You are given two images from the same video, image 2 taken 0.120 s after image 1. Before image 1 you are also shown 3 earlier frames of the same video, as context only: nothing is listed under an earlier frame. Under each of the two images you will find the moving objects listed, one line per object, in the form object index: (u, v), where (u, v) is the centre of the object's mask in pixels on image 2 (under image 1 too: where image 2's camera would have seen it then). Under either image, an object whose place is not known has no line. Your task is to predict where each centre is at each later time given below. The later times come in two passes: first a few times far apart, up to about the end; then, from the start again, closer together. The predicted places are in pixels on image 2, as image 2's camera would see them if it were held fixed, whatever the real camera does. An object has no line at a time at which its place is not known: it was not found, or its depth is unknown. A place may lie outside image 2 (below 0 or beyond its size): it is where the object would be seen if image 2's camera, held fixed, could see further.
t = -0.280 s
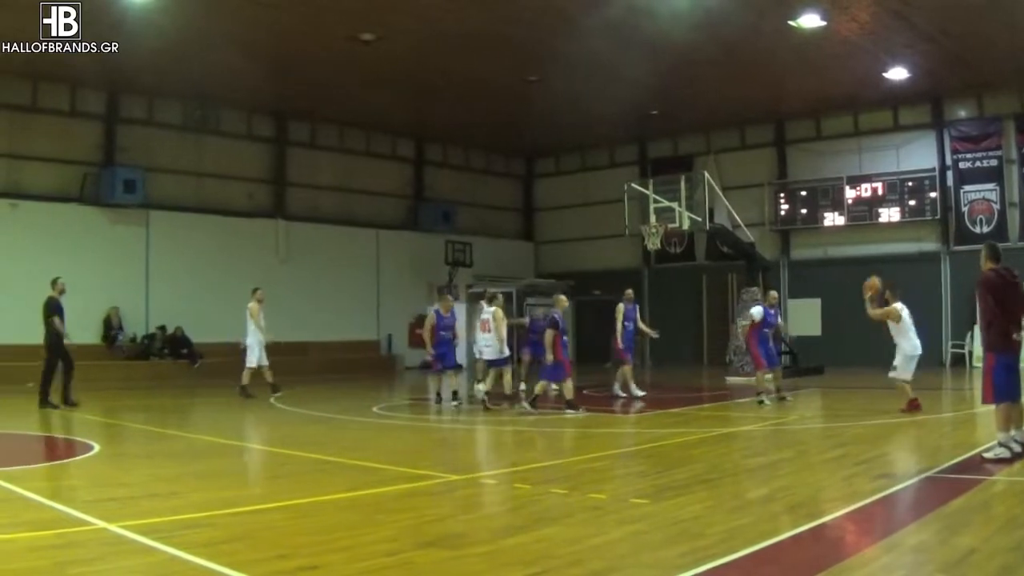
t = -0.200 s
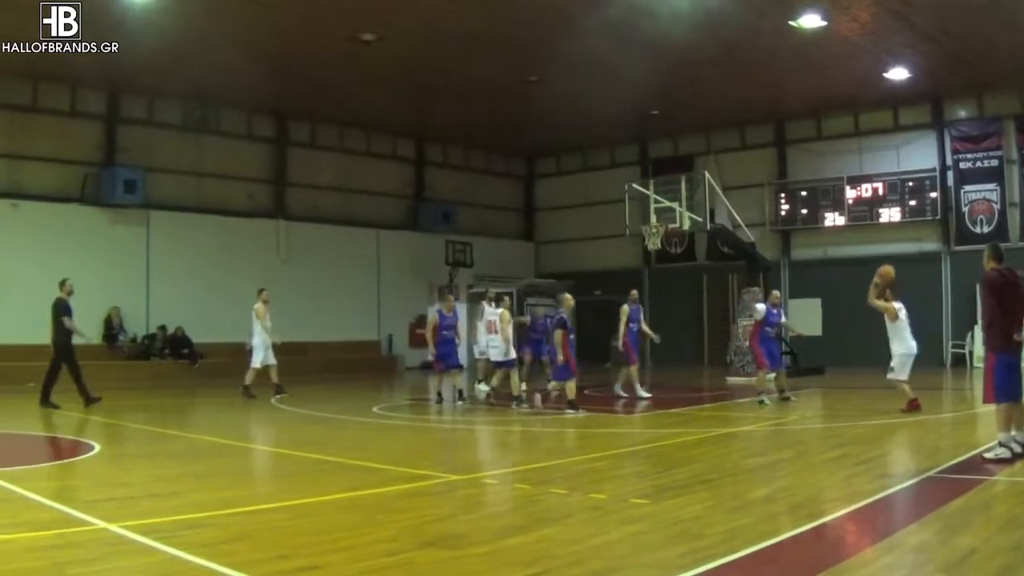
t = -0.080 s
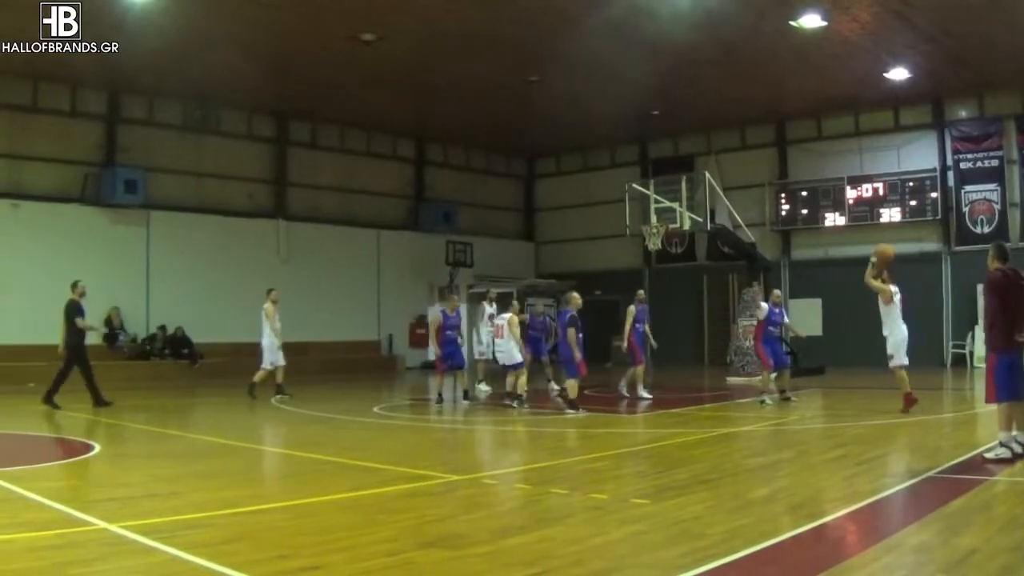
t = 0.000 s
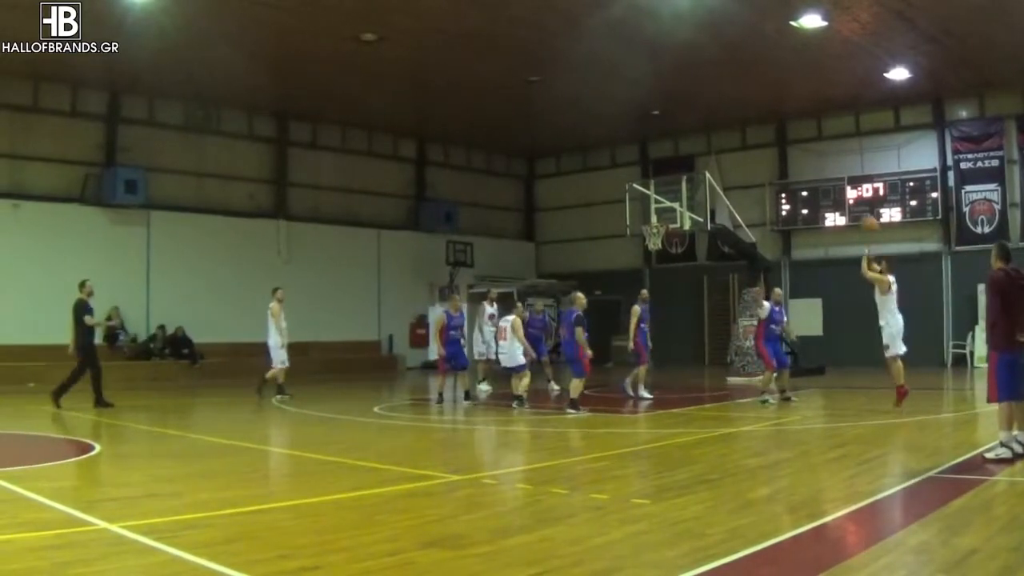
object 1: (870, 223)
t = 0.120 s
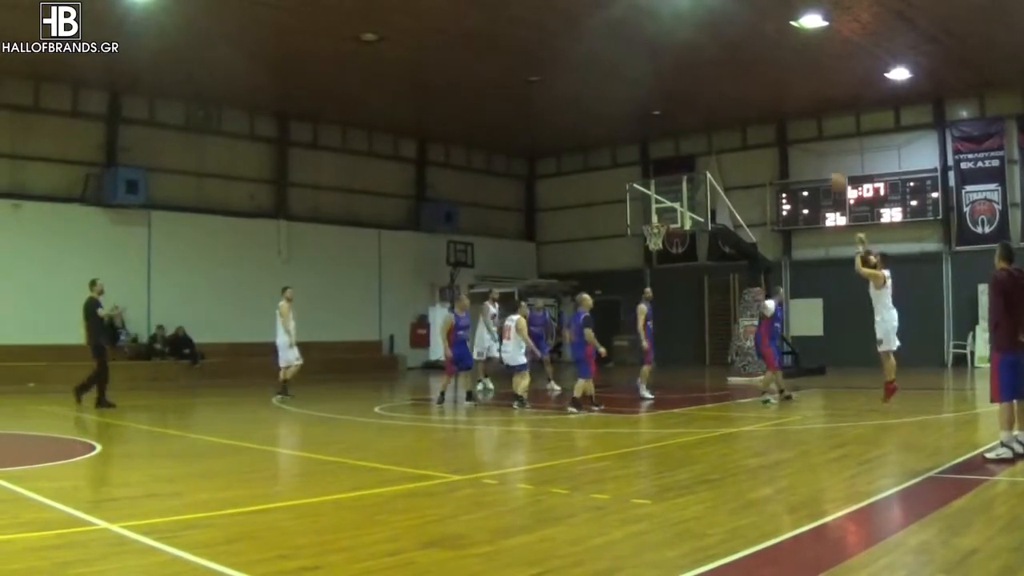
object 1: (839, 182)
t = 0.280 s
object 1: (798, 145)
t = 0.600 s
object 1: (730, 131)
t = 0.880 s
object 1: (681, 165)
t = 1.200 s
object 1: (641, 211)
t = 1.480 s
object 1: (620, 221)
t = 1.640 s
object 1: (611, 244)
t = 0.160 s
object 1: (825, 170)
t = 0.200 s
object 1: (816, 160)
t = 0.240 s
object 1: (808, 152)
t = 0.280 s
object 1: (798, 145)
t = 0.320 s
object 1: (788, 140)
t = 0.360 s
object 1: (779, 136)
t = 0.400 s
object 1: (770, 133)
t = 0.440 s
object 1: (763, 131)
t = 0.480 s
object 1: (753, 129)
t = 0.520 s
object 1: (745, 130)
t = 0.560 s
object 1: (737, 130)
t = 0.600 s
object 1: (730, 131)
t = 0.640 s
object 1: (723, 133)
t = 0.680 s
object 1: (715, 136)
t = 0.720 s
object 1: (708, 140)
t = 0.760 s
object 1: (701, 146)
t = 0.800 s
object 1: (695, 151)
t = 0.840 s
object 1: (688, 158)
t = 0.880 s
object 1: (681, 165)
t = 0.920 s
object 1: (675, 173)
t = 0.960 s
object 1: (668, 181)
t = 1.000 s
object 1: (664, 190)
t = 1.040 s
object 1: (657, 201)
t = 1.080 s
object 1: (651, 212)
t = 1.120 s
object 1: (647, 214)
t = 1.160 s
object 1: (644, 211)
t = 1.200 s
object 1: (641, 211)
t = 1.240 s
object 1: (639, 210)
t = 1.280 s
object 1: (636, 210)
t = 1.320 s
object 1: (633, 210)
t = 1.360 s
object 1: (630, 211)
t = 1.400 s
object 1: (627, 214)
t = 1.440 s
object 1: (623, 218)
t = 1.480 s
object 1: (620, 221)
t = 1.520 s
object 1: (618, 225)
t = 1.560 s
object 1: (614, 232)
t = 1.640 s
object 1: (611, 244)
